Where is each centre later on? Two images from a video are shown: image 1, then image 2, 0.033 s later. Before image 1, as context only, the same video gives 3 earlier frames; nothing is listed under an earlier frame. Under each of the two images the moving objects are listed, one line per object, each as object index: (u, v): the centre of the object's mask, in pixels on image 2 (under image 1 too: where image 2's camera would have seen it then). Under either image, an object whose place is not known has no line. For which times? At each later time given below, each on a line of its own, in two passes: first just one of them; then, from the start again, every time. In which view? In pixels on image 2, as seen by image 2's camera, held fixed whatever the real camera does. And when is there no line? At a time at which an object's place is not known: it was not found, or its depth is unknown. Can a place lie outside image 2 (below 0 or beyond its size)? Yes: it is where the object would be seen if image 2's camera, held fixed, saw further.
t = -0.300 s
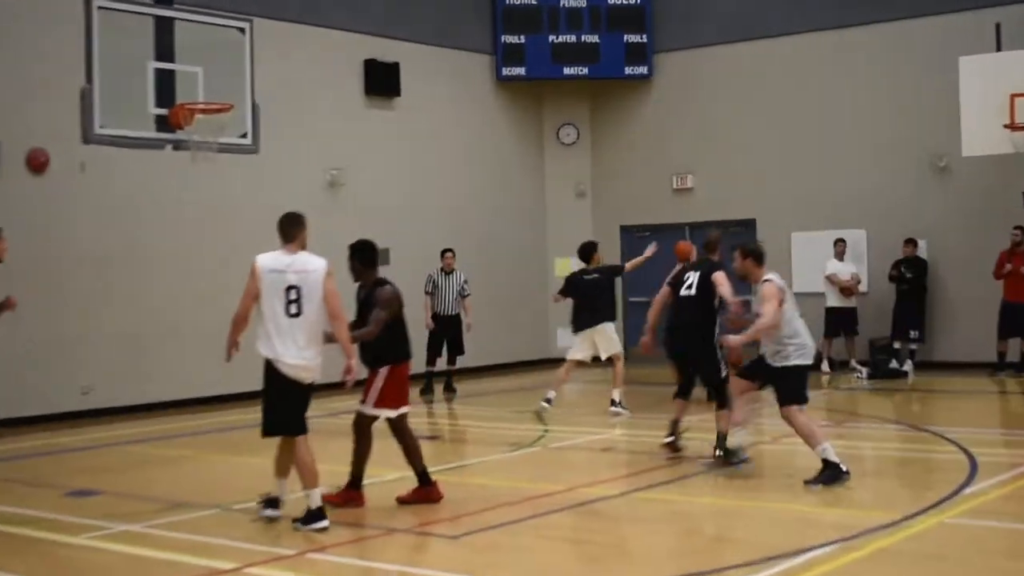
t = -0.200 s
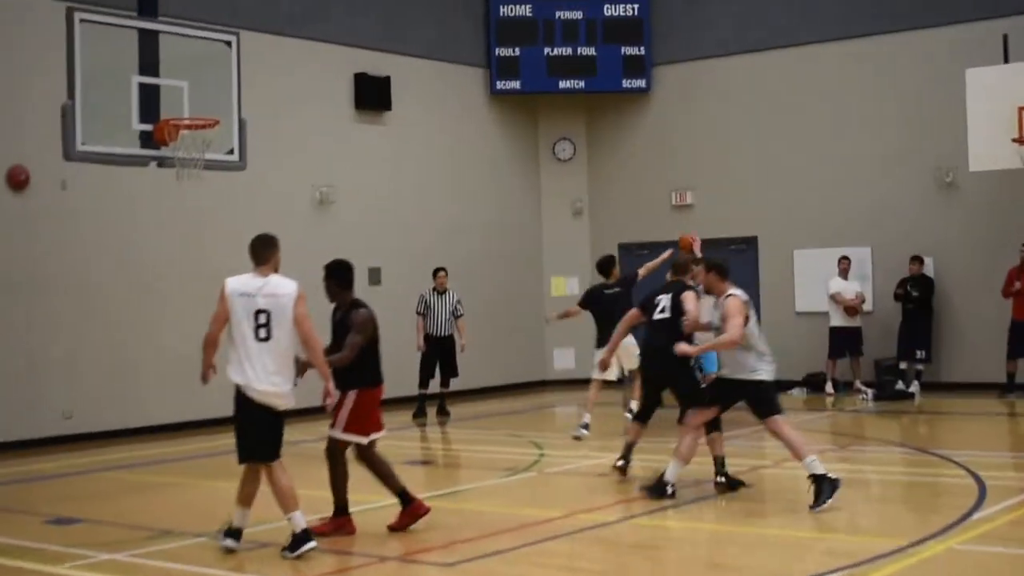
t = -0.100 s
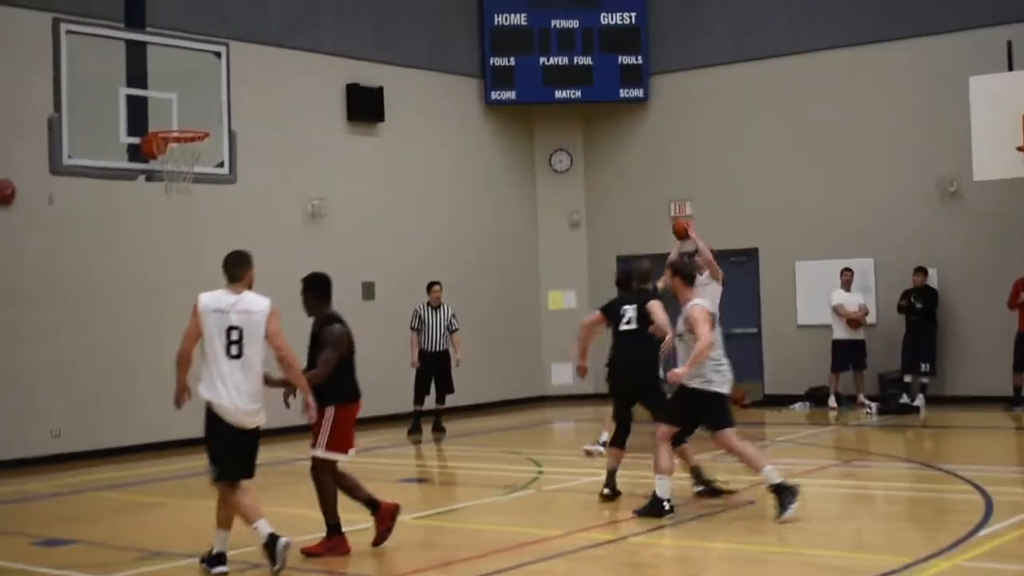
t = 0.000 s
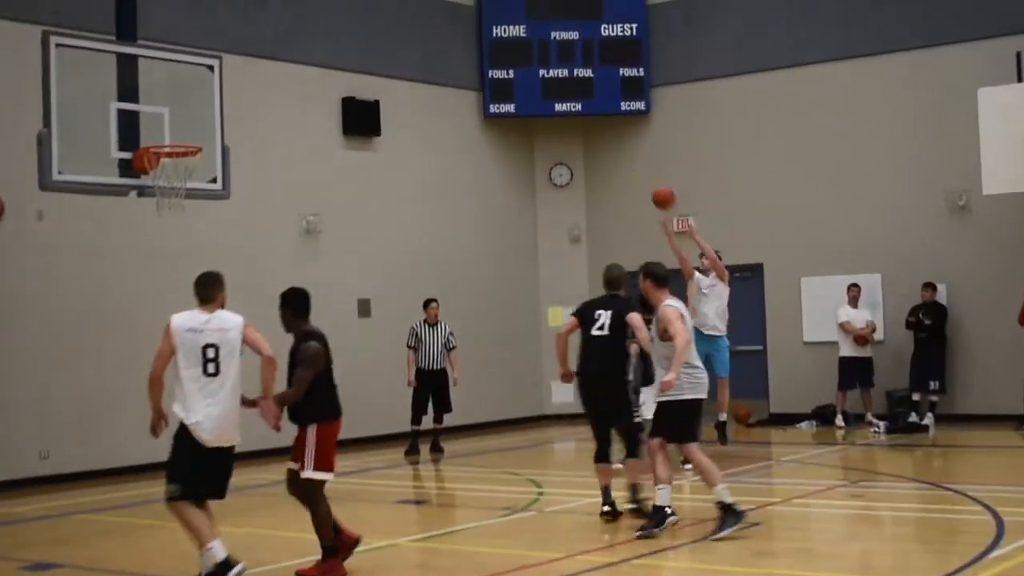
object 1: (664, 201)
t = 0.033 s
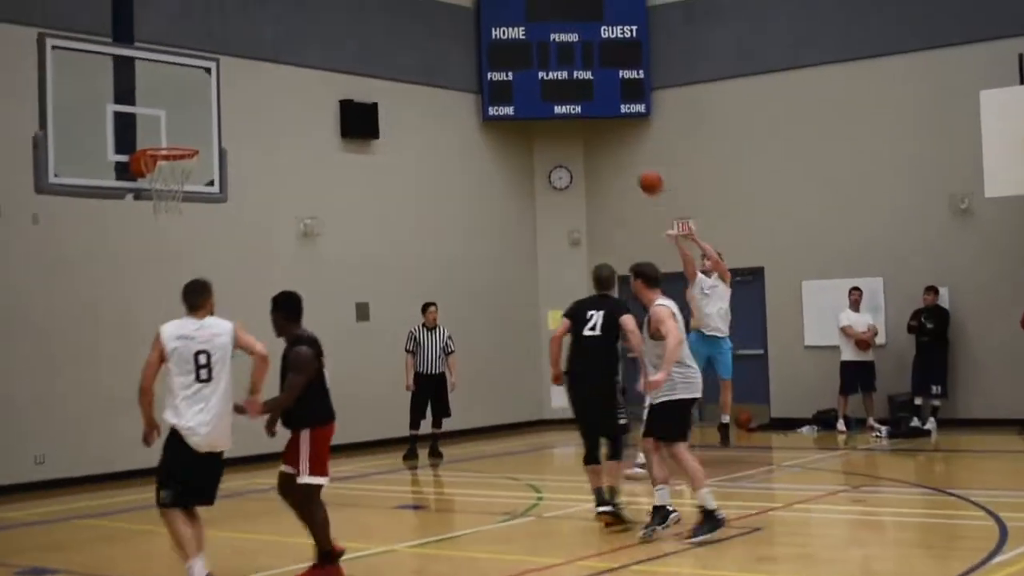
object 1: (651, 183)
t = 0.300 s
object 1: (545, 66)
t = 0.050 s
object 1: (644, 173)
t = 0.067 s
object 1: (638, 166)
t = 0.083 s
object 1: (632, 158)
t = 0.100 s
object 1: (625, 148)
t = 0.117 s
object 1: (618, 140)
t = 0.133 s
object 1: (612, 132)
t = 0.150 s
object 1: (606, 122)
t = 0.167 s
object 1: (599, 116)
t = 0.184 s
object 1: (593, 110)
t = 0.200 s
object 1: (586, 103)
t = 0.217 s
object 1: (579, 96)
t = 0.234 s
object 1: (573, 90)
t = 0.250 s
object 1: (566, 83)
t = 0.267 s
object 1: (559, 78)
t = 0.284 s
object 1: (552, 72)
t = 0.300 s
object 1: (545, 66)
